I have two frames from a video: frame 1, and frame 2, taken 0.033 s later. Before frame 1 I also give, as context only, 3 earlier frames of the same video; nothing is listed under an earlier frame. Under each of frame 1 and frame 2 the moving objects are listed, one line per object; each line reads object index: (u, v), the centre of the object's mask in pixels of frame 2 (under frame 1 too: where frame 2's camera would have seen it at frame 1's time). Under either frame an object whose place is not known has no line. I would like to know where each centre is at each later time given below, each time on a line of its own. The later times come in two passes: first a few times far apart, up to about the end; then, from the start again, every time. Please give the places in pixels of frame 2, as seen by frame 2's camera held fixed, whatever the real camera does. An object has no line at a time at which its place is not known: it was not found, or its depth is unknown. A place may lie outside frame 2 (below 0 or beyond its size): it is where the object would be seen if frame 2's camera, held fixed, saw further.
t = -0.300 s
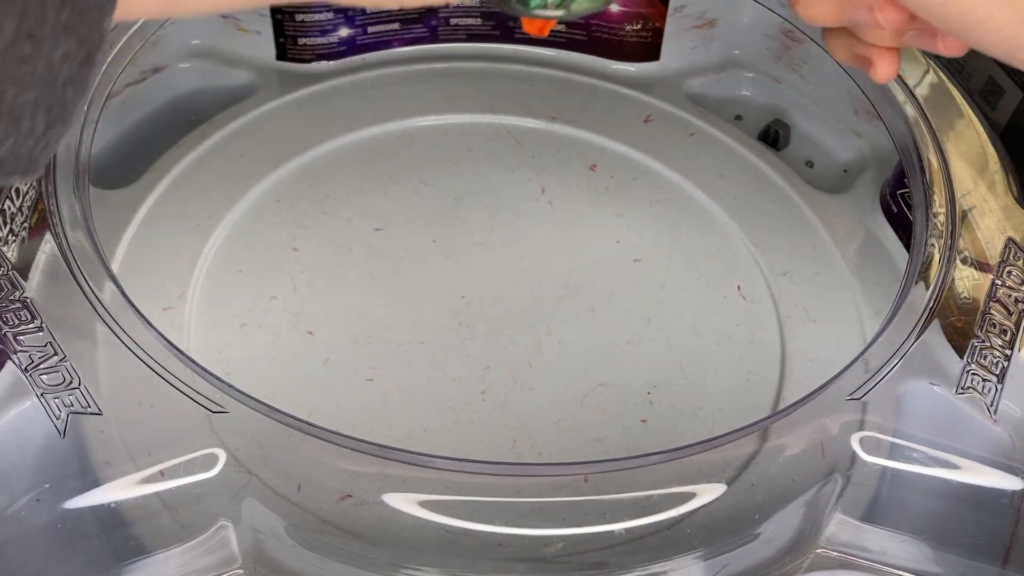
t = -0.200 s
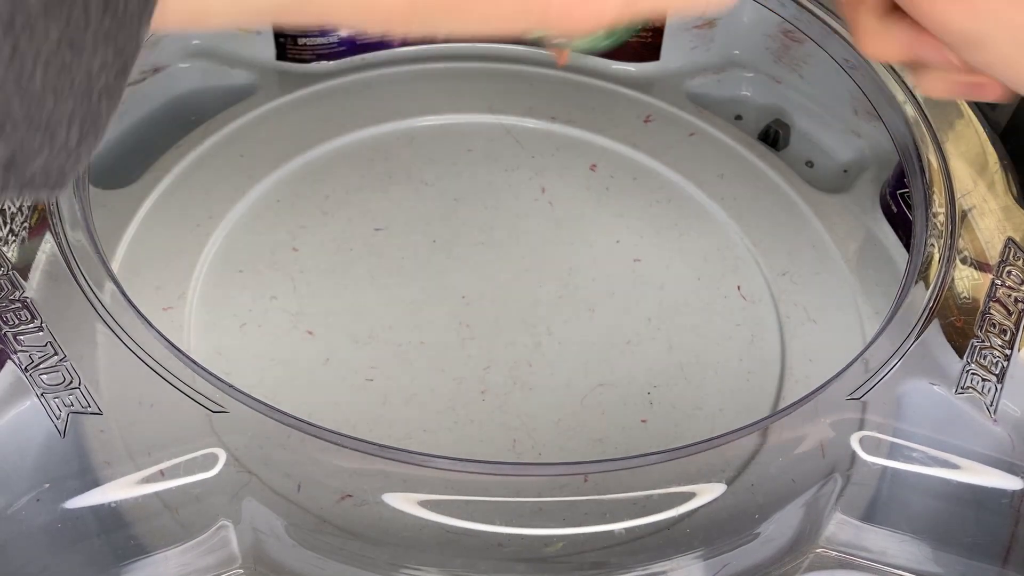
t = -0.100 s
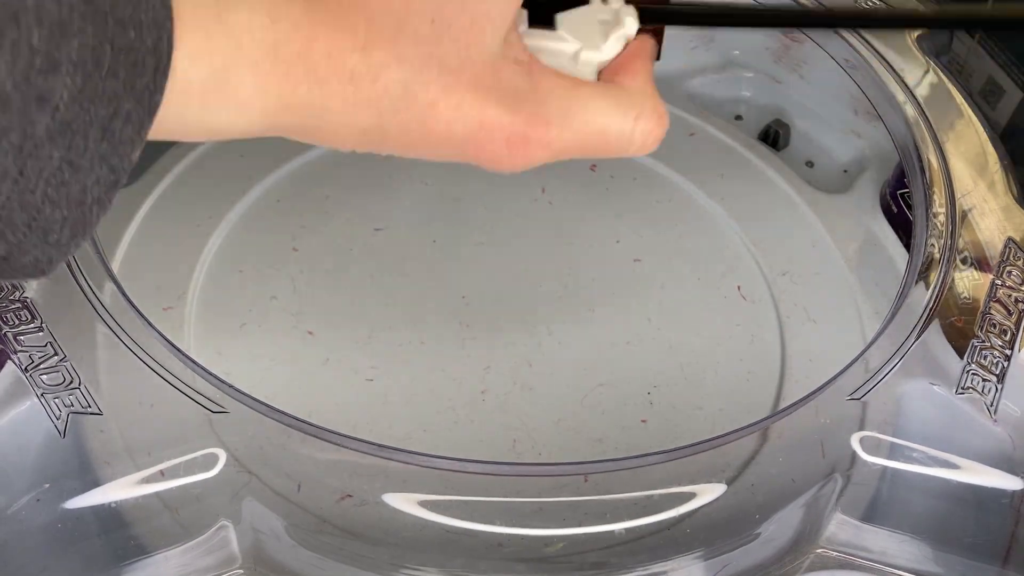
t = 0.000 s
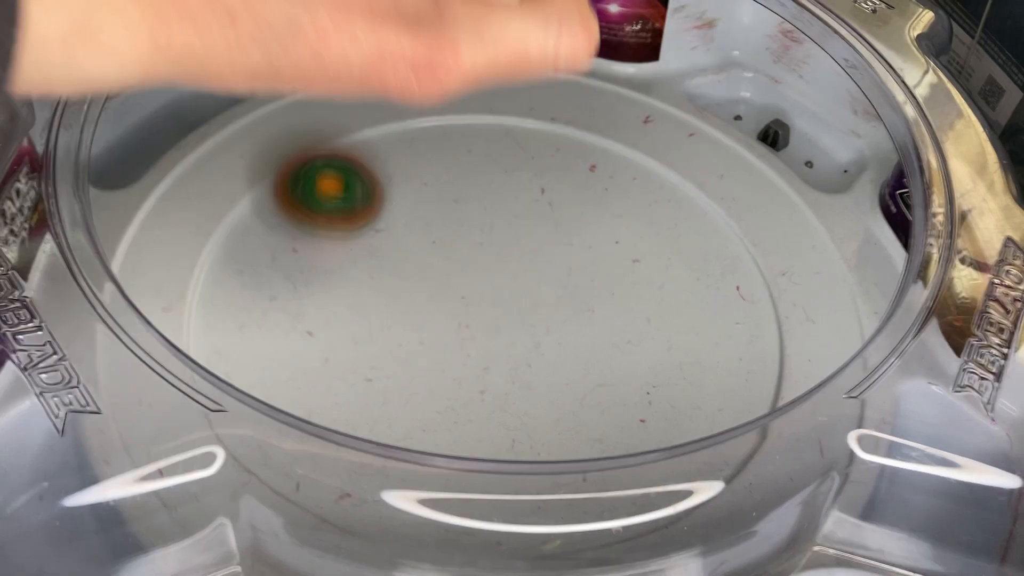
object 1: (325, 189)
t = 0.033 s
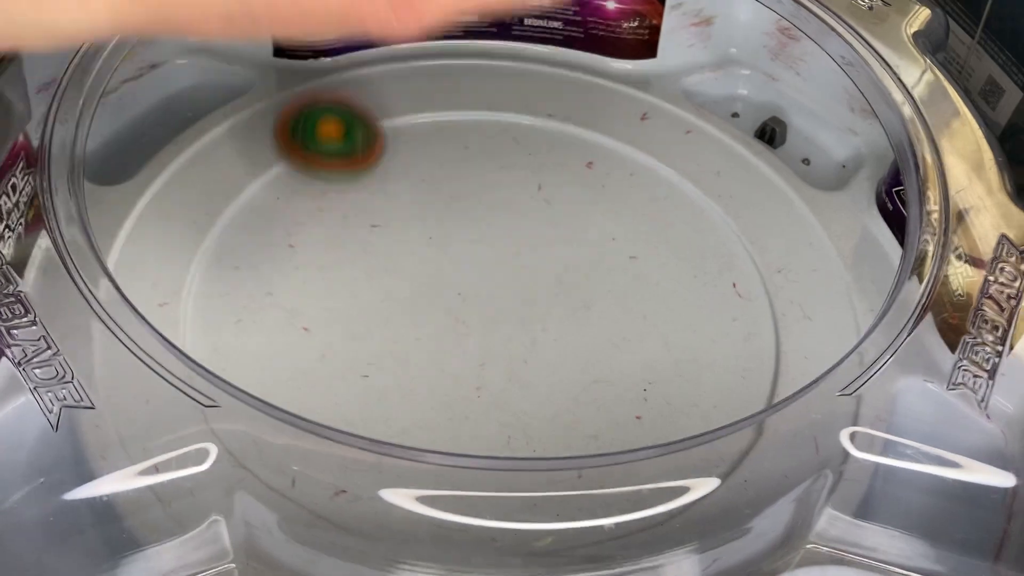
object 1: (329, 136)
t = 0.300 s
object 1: (377, 82)
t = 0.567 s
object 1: (409, 199)
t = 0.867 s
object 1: (553, 276)
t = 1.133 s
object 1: (644, 213)
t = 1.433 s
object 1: (590, 198)
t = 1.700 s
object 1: (553, 258)
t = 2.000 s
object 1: (579, 340)
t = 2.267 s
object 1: (624, 362)
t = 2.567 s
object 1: (557, 348)
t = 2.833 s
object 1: (487, 358)
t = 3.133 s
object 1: (433, 361)
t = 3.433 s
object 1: (406, 340)
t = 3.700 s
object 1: (398, 313)
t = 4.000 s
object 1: (397, 278)
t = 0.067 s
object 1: (332, 101)
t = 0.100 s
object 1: (337, 83)
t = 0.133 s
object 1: (342, 84)
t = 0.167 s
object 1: (351, 72)
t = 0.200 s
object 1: (361, 74)
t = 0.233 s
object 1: (368, 75)
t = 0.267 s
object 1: (373, 78)
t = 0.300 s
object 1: (377, 82)
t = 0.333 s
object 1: (378, 86)
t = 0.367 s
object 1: (378, 91)
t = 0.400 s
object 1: (379, 107)
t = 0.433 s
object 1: (383, 124)
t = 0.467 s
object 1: (387, 141)
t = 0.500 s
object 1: (393, 159)
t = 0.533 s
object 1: (400, 179)
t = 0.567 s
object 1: (409, 199)
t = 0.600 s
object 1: (419, 216)
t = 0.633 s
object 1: (431, 232)
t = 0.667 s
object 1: (444, 245)
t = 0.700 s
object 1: (457, 257)
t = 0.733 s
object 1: (474, 267)
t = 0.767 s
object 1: (493, 274)
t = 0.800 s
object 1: (513, 278)
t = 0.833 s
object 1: (533, 279)
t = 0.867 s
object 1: (553, 276)
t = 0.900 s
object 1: (573, 273)
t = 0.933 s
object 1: (591, 266)
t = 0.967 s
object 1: (608, 258)
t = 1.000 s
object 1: (621, 249)
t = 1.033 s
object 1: (632, 240)
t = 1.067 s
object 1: (639, 230)
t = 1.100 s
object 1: (644, 221)
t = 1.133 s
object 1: (644, 213)
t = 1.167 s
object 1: (642, 206)
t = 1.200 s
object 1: (637, 200)
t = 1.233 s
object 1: (632, 196)
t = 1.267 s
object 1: (627, 193)
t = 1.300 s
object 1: (621, 192)
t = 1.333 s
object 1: (613, 190)
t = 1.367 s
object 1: (605, 191)
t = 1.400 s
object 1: (597, 193)
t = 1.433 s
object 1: (590, 198)
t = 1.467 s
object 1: (583, 203)
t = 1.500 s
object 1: (577, 209)
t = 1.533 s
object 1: (570, 216)
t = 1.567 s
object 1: (565, 224)
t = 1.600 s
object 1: (560, 231)
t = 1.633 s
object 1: (556, 240)
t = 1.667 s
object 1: (554, 250)
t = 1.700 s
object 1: (553, 258)
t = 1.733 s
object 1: (552, 266)
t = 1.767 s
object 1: (552, 274)
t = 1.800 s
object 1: (553, 281)
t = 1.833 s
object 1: (555, 288)
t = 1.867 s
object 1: (559, 297)
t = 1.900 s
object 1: (563, 308)
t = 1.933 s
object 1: (567, 319)
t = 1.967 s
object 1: (572, 330)
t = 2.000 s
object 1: (579, 340)
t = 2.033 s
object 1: (585, 348)
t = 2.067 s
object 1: (592, 355)
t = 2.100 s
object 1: (600, 361)
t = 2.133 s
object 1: (607, 365)
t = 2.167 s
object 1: (614, 367)
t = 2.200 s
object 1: (620, 366)
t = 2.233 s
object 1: (623, 365)
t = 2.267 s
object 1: (624, 362)
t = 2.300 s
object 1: (623, 359)
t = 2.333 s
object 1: (617, 356)
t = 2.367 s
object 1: (612, 354)
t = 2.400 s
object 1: (604, 351)
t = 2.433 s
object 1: (596, 350)
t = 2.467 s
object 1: (587, 349)
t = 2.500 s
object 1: (577, 349)
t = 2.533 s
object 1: (567, 348)
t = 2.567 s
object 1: (557, 348)
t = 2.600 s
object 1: (548, 349)
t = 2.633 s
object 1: (539, 349)
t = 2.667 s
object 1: (529, 350)
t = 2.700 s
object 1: (521, 352)
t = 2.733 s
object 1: (512, 353)
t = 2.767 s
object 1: (504, 355)
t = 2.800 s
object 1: (495, 357)
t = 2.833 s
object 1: (487, 358)
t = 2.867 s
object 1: (480, 359)
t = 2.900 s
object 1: (473, 360)
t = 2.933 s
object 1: (466, 361)
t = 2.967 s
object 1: (459, 362)
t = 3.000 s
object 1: (453, 362)
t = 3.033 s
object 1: (446, 363)
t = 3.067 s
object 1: (442, 363)
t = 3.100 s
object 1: (437, 362)
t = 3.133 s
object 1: (433, 361)
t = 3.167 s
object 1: (429, 360)
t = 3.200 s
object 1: (425, 358)
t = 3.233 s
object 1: (421, 356)
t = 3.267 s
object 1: (419, 354)
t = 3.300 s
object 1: (415, 351)
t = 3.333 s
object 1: (413, 349)
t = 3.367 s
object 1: (410, 346)
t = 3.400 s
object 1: (407, 343)
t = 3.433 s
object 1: (406, 340)
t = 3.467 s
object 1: (404, 337)
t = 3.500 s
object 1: (403, 334)
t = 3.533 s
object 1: (401, 331)
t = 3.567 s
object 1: (400, 328)
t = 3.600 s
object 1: (399, 324)
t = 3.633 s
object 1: (399, 320)
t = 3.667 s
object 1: (398, 317)
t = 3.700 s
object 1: (398, 313)
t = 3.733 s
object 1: (398, 310)
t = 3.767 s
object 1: (397, 306)
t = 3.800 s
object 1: (397, 303)
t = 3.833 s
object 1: (397, 299)
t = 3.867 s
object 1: (397, 295)
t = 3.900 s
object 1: (398, 291)
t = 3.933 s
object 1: (397, 286)
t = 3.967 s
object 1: (397, 282)
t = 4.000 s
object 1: (397, 278)
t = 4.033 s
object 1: (398, 273)
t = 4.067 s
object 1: (400, 270)
